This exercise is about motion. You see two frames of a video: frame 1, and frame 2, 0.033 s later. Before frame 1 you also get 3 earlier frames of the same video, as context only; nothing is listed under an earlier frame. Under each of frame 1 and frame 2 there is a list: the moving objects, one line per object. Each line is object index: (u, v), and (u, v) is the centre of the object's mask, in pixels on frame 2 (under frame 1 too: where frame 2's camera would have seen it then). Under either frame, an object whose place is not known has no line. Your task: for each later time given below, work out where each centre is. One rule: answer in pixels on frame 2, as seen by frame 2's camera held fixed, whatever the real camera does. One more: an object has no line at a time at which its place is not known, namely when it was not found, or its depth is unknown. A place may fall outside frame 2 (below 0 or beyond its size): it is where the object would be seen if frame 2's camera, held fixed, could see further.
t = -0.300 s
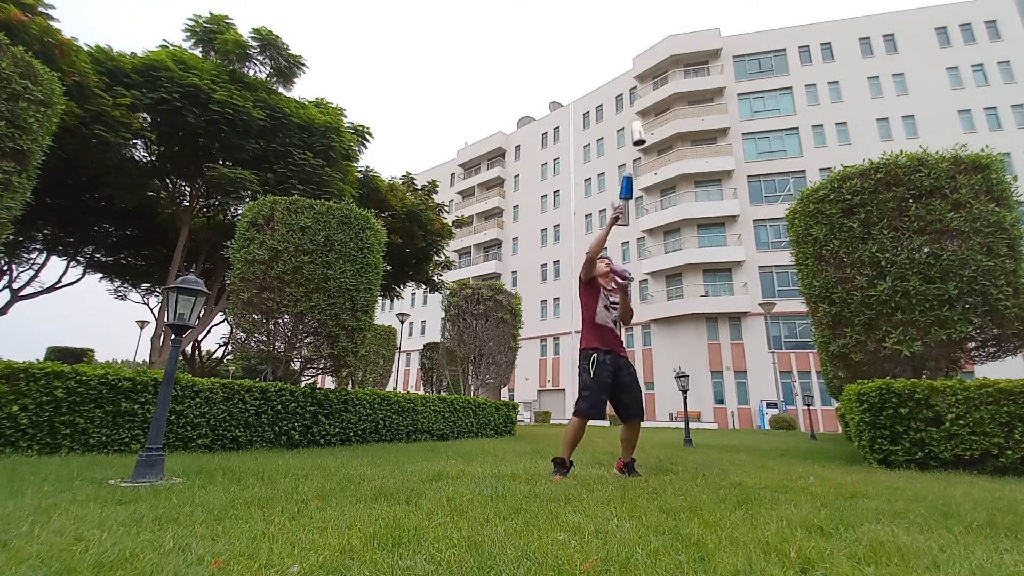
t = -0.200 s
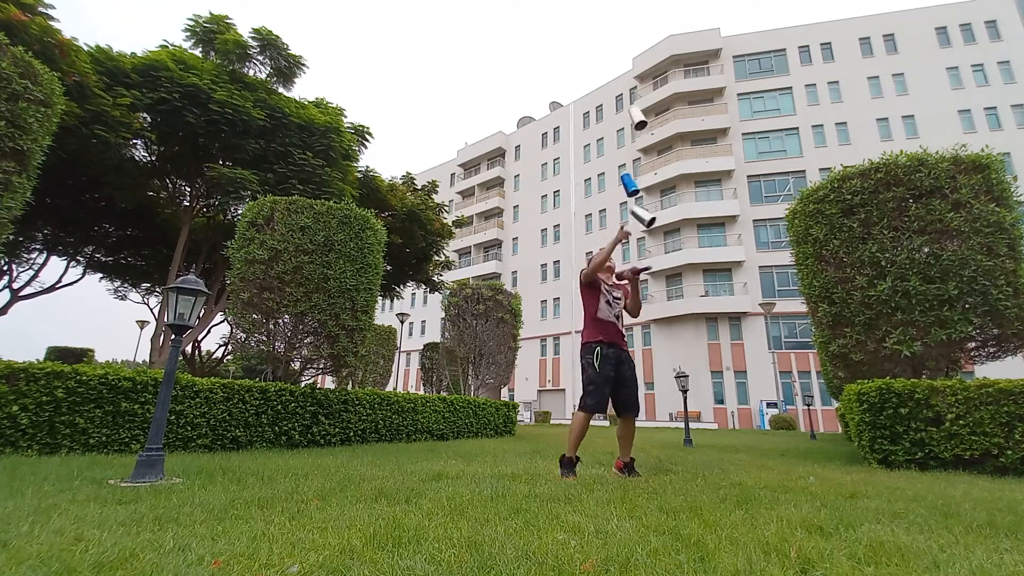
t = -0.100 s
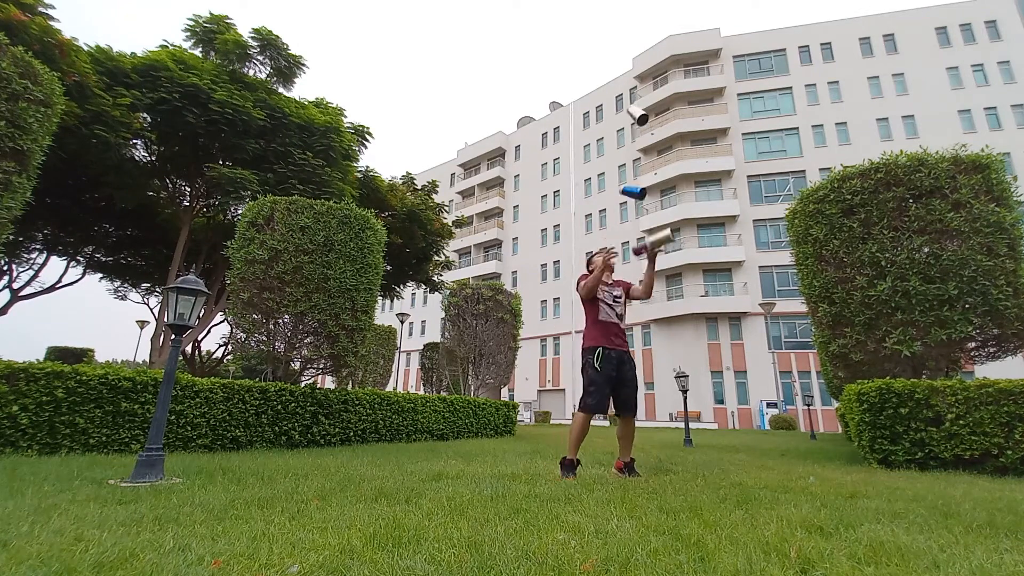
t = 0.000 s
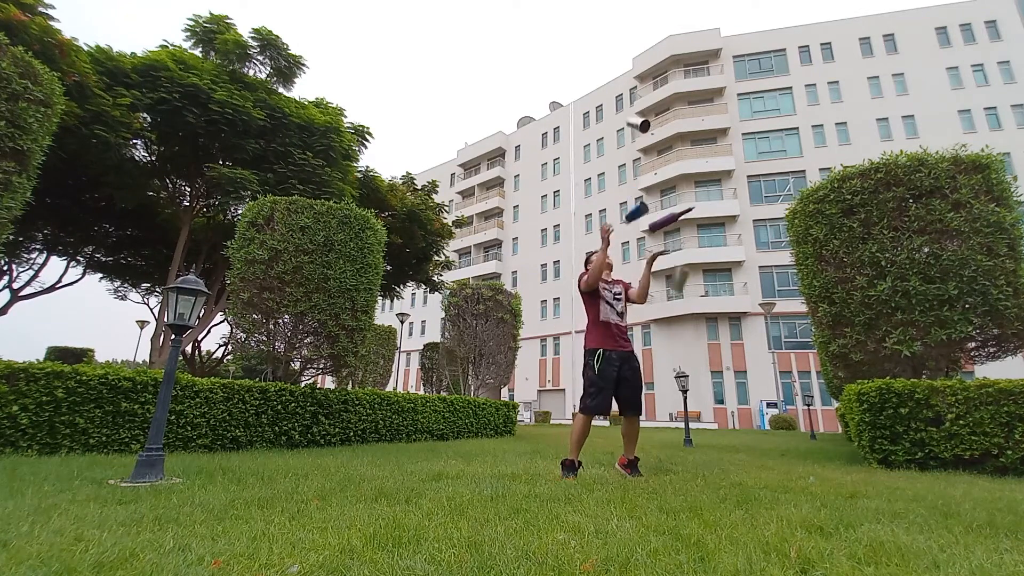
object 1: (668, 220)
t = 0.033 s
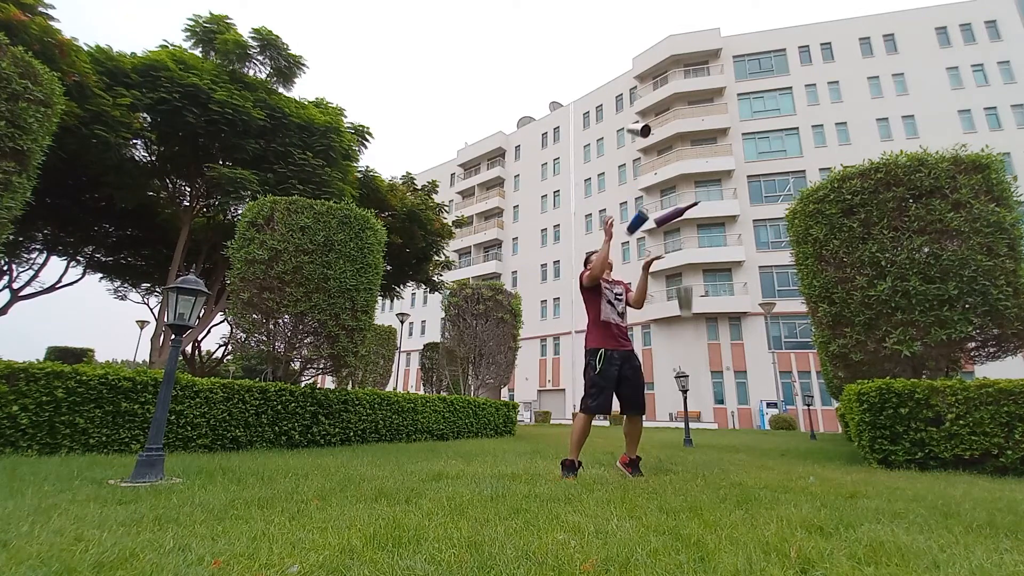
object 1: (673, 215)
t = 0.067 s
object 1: (679, 211)
